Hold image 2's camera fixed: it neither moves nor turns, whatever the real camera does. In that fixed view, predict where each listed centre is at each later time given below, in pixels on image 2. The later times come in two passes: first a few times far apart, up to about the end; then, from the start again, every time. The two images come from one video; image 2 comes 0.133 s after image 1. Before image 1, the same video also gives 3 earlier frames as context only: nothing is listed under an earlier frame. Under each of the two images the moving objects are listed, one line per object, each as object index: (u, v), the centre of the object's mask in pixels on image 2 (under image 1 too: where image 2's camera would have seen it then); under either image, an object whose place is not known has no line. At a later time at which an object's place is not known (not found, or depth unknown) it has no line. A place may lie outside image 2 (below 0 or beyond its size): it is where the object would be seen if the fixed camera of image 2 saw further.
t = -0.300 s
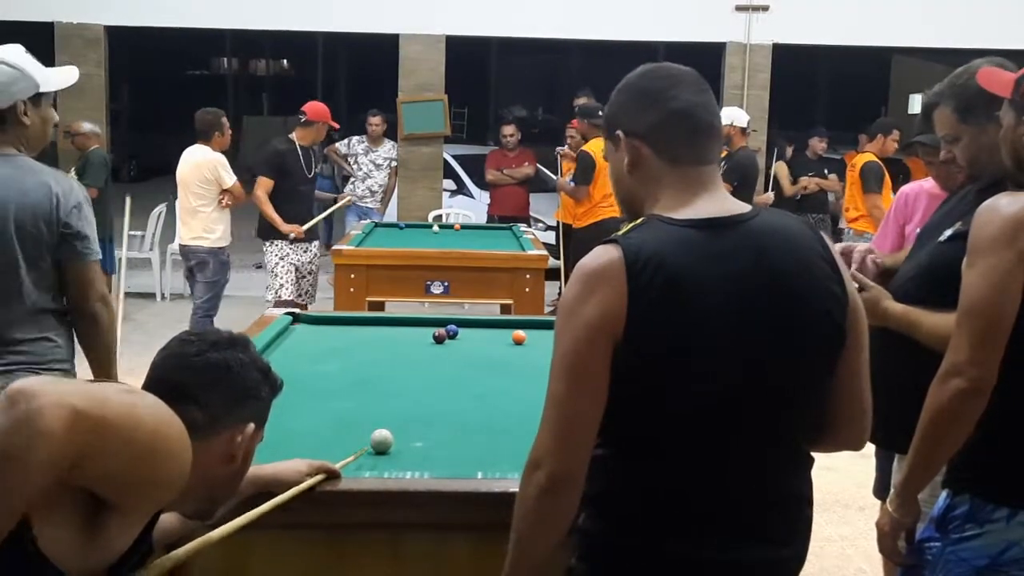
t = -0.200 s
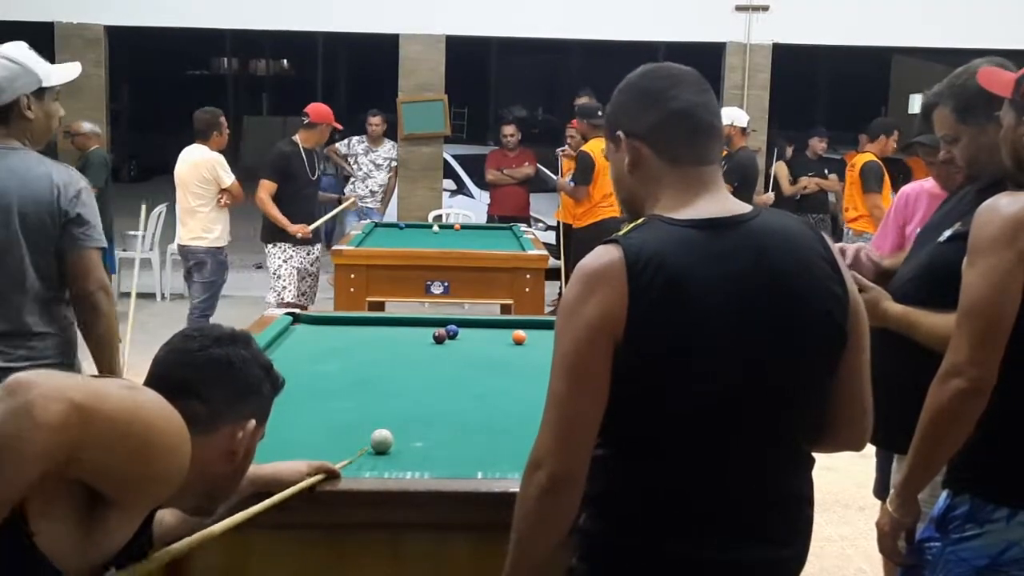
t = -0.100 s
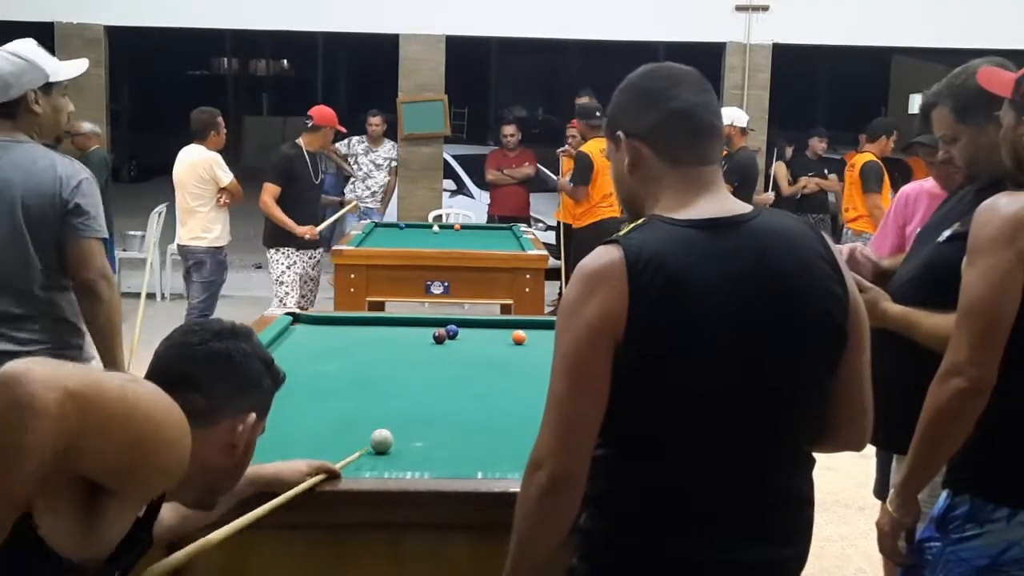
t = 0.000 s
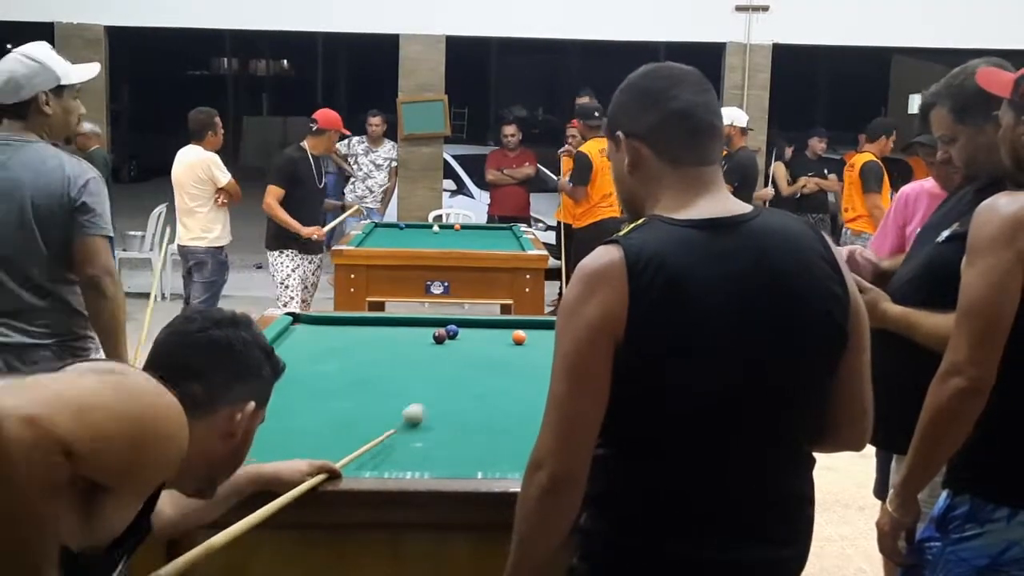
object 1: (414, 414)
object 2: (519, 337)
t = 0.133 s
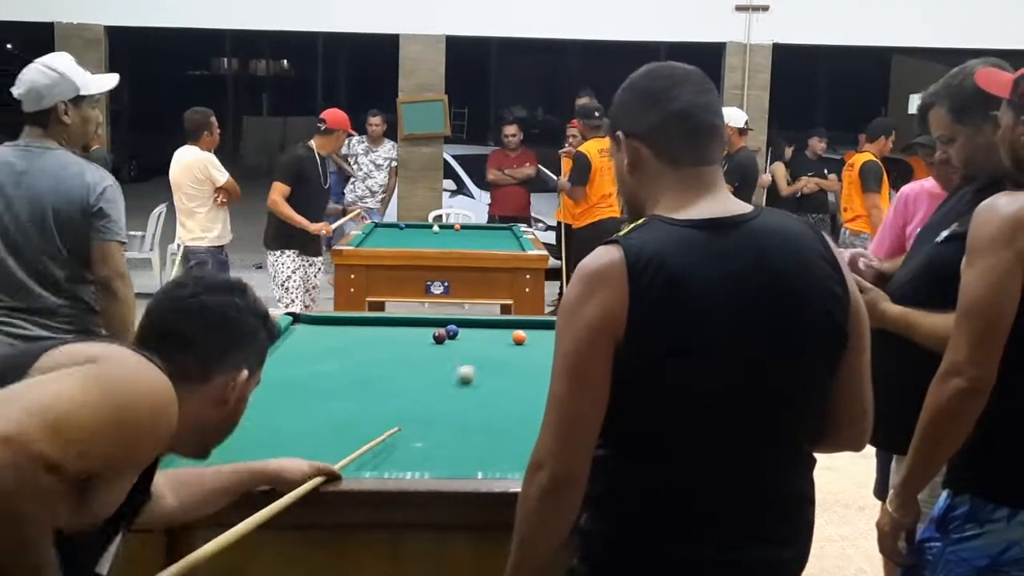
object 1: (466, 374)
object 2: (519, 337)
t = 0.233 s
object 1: (493, 353)
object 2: (520, 337)
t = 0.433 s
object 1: (490, 333)
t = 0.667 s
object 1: (467, 325)
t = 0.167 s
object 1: (475, 367)
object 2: (519, 337)
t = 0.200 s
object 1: (485, 359)
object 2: (519, 337)
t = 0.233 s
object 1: (493, 353)
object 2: (520, 337)
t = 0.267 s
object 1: (500, 347)
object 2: (520, 337)
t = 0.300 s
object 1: (506, 341)
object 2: (520, 337)
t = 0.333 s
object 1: (509, 338)
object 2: (525, 335)
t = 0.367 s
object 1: (502, 336)
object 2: (539, 331)
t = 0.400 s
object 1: (496, 335)
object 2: (551, 327)
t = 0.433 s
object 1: (490, 333)
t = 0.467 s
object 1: (485, 331)
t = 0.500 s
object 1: (481, 329)
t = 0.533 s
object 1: (477, 327)
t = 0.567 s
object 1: (474, 324)
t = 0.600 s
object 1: (471, 322)
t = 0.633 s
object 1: (469, 323)
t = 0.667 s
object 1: (467, 325)
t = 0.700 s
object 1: (465, 327)
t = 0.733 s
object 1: (463, 328)
